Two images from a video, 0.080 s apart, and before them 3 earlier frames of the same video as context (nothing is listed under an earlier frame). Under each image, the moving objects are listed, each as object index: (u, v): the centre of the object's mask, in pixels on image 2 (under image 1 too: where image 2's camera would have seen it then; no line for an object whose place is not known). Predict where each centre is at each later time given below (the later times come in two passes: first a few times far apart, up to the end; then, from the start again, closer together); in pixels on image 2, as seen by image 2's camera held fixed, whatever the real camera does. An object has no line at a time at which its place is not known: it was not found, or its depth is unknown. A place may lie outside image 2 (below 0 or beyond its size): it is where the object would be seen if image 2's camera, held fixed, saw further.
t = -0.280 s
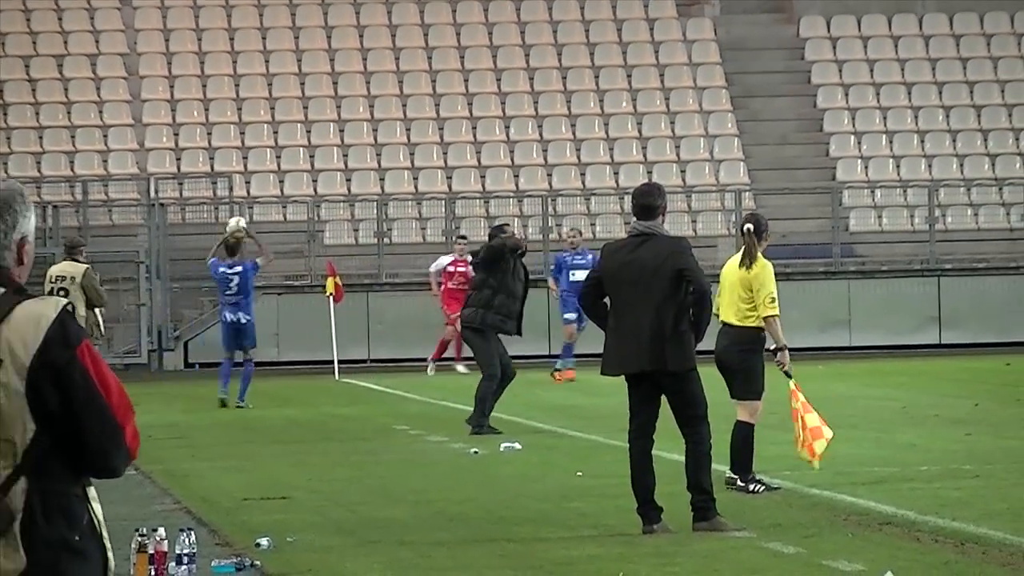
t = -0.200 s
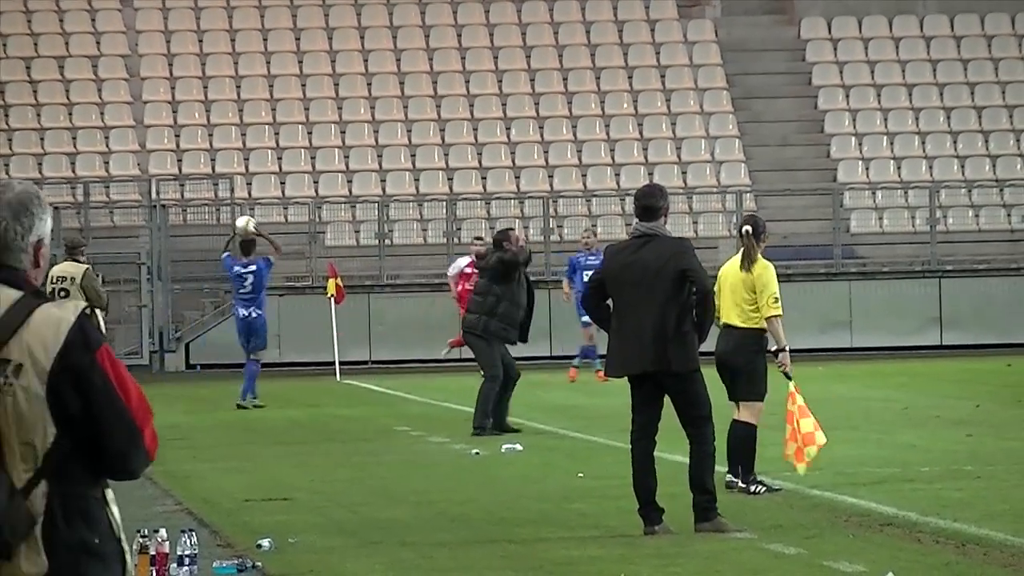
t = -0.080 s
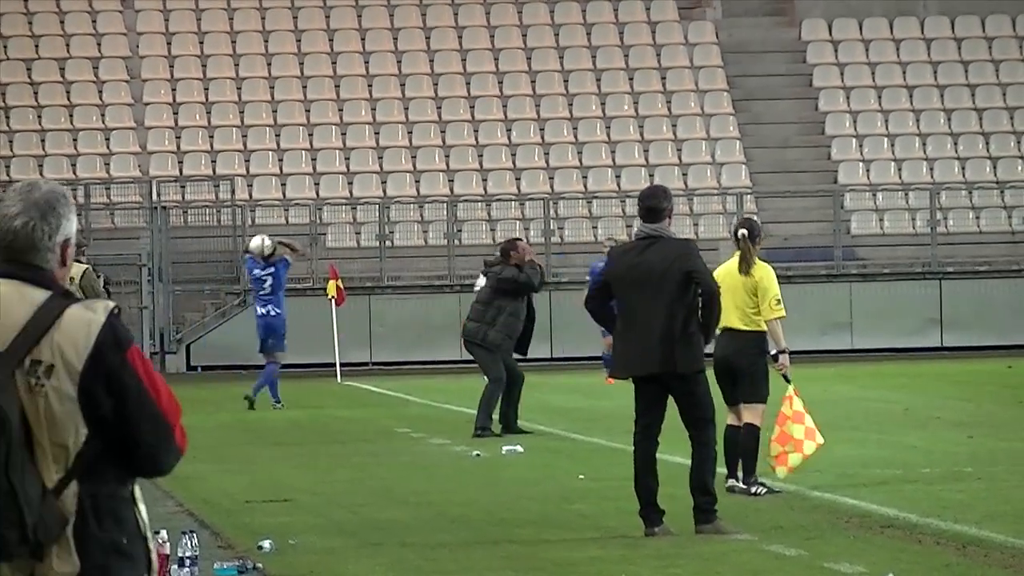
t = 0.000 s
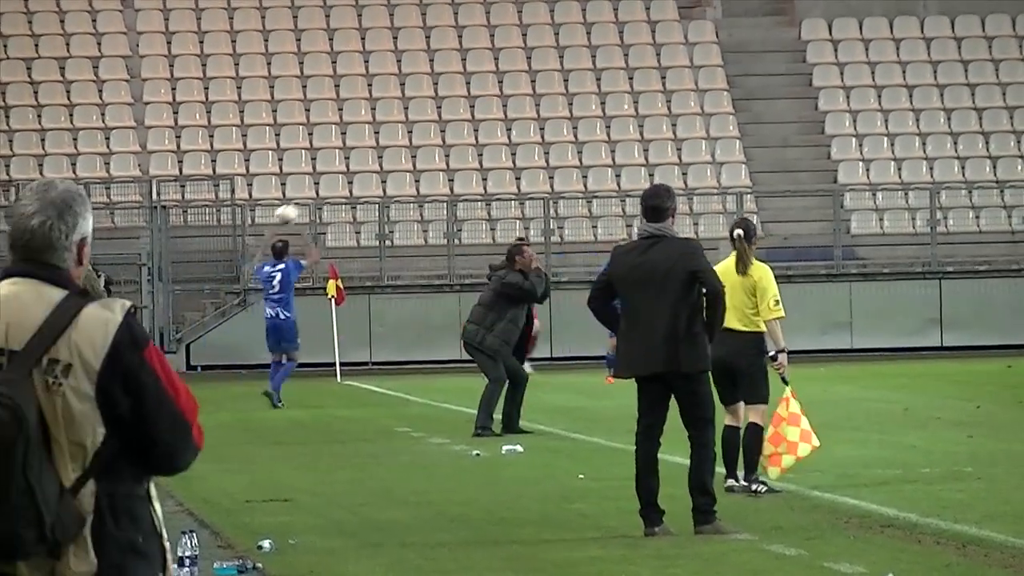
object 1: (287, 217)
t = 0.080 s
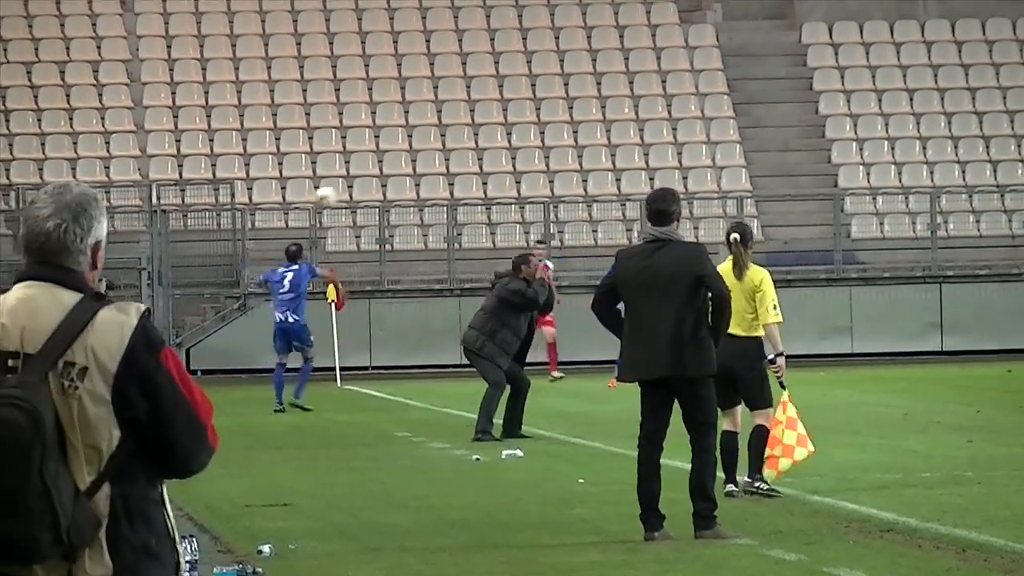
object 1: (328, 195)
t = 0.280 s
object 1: (415, 171)
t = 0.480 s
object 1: (502, 185)
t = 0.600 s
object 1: (555, 210)
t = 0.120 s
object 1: (343, 188)
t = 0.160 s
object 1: (362, 181)
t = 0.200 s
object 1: (381, 176)
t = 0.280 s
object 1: (415, 171)
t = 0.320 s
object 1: (433, 172)
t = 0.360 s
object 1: (451, 174)
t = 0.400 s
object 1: (469, 177)
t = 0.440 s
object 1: (487, 181)
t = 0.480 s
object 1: (502, 185)
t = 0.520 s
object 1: (522, 191)
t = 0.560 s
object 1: (539, 201)
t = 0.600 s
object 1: (555, 210)
